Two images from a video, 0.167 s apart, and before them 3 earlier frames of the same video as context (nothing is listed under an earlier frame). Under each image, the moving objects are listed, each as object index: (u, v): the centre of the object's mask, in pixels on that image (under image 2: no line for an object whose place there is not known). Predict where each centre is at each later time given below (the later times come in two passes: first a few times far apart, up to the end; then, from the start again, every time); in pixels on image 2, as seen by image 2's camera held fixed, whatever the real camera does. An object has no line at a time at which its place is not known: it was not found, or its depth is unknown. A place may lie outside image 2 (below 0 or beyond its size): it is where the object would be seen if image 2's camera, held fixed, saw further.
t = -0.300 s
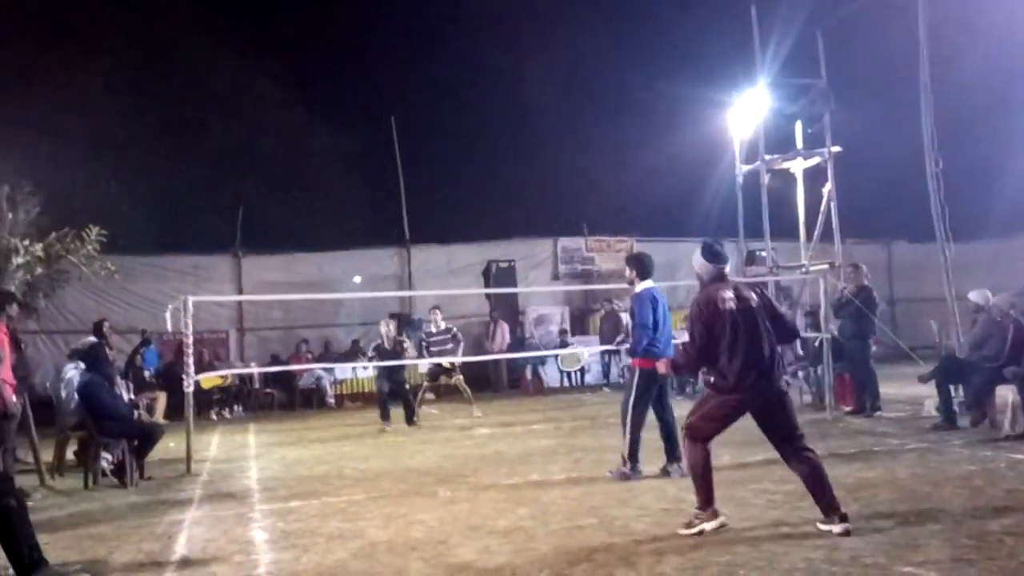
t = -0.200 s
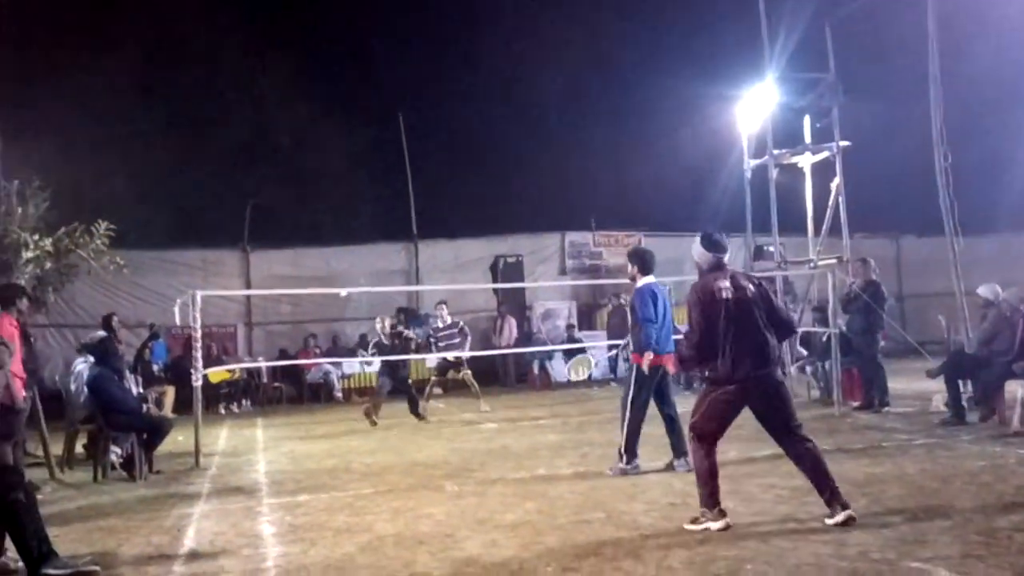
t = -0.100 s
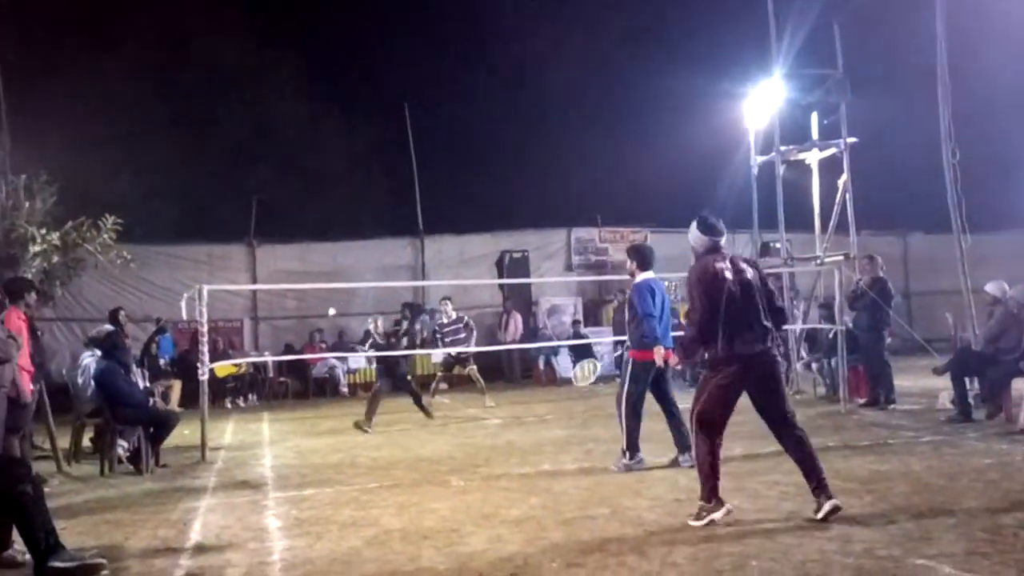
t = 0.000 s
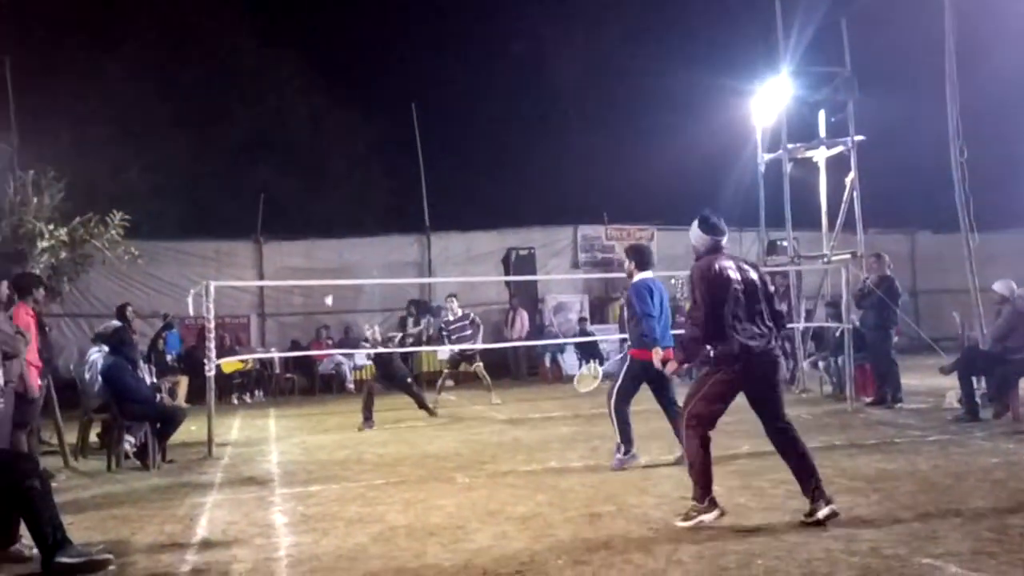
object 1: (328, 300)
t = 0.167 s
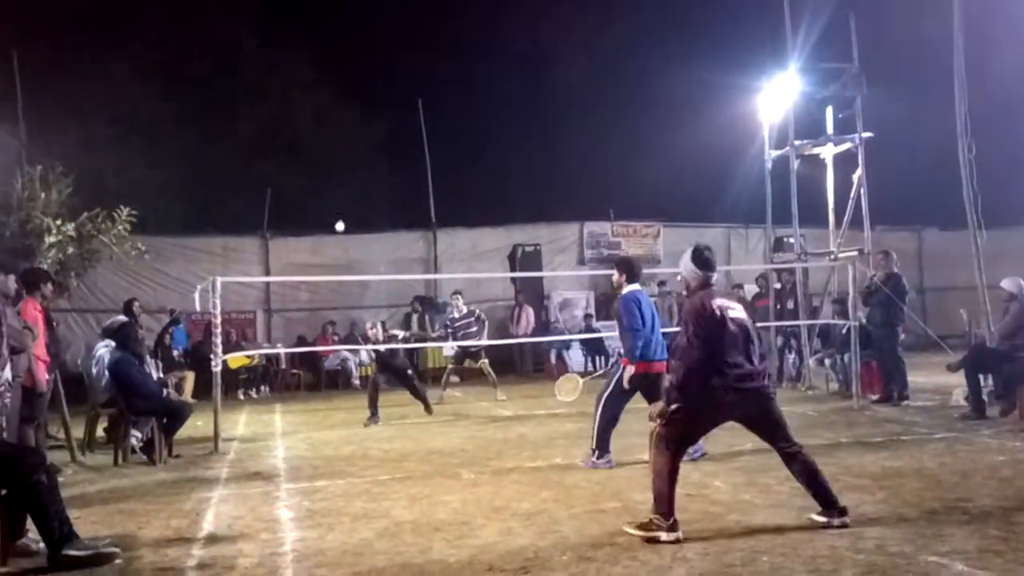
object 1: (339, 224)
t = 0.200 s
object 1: (340, 215)
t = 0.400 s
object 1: (345, 184)
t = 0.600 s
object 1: (353, 207)
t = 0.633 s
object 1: (354, 217)
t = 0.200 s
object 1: (340, 215)
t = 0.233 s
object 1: (341, 206)
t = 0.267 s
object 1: (342, 199)
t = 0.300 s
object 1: (342, 193)
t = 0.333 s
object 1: (343, 189)
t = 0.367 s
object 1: (344, 185)
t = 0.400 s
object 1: (345, 184)
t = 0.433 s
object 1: (346, 183)
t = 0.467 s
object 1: (347, 185)
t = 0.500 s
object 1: (349, 188)
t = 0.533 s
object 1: (350, 192)
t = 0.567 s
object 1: (351, 199)
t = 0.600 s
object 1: (353, 207)
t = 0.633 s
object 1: (354, 217)
